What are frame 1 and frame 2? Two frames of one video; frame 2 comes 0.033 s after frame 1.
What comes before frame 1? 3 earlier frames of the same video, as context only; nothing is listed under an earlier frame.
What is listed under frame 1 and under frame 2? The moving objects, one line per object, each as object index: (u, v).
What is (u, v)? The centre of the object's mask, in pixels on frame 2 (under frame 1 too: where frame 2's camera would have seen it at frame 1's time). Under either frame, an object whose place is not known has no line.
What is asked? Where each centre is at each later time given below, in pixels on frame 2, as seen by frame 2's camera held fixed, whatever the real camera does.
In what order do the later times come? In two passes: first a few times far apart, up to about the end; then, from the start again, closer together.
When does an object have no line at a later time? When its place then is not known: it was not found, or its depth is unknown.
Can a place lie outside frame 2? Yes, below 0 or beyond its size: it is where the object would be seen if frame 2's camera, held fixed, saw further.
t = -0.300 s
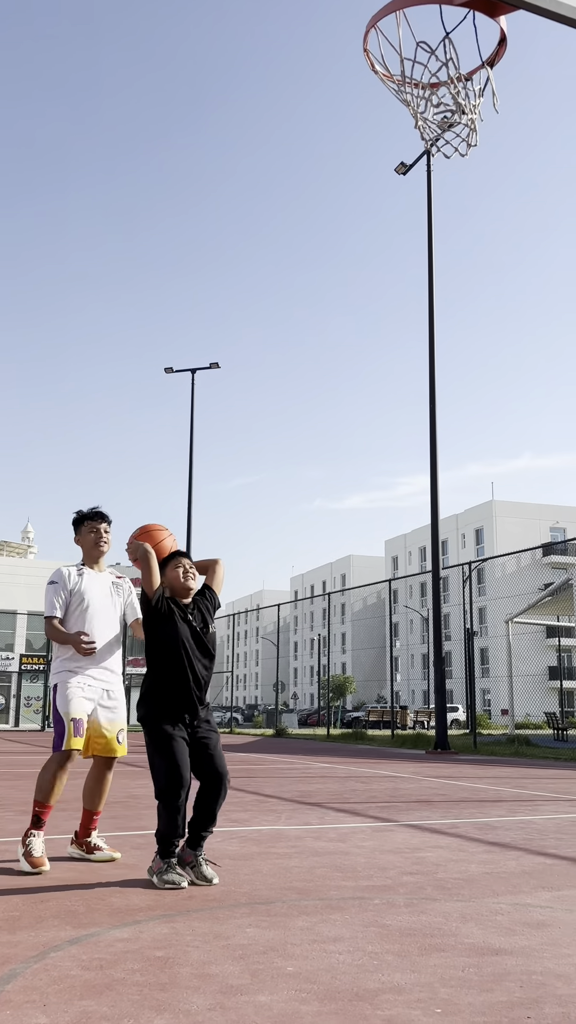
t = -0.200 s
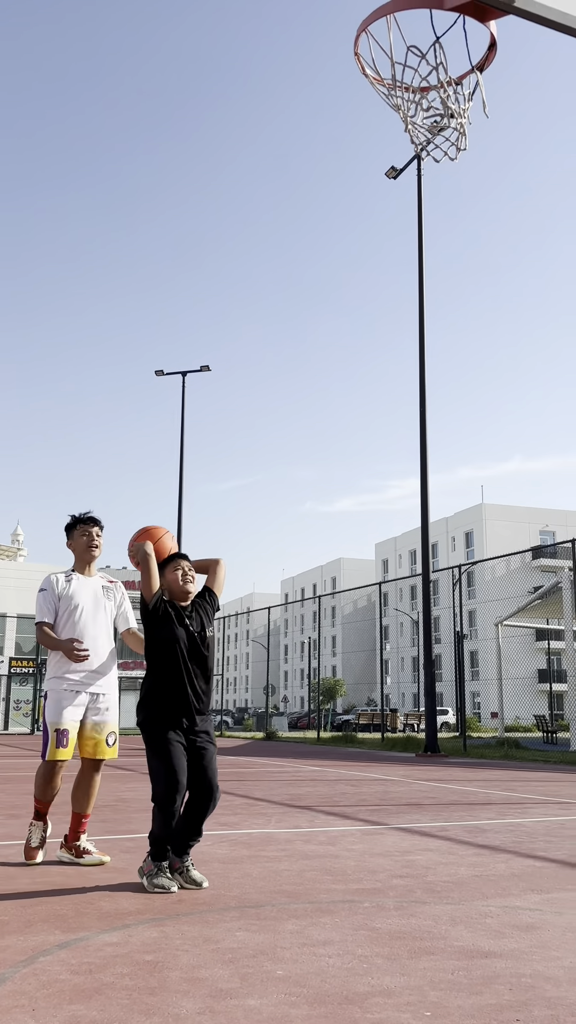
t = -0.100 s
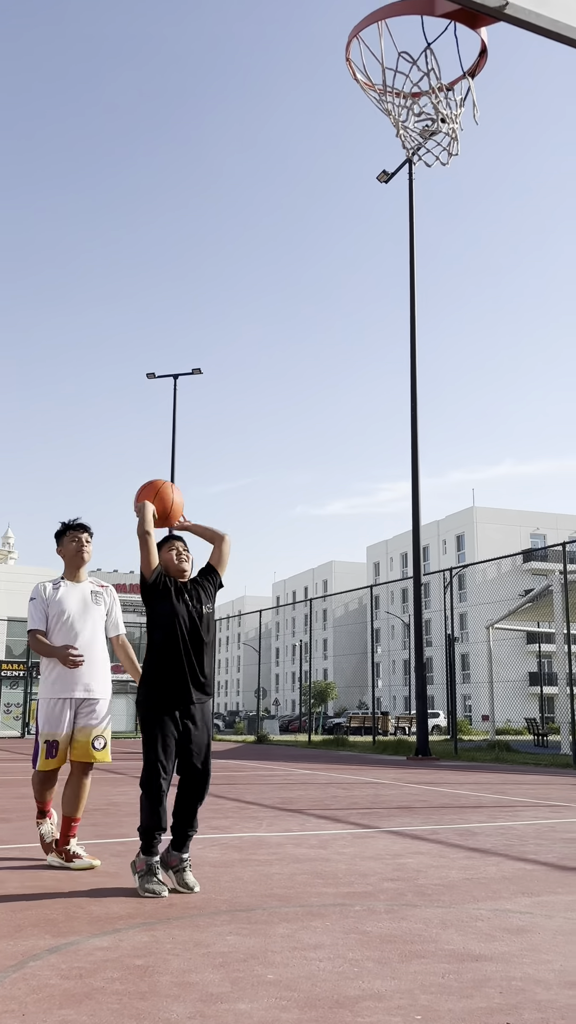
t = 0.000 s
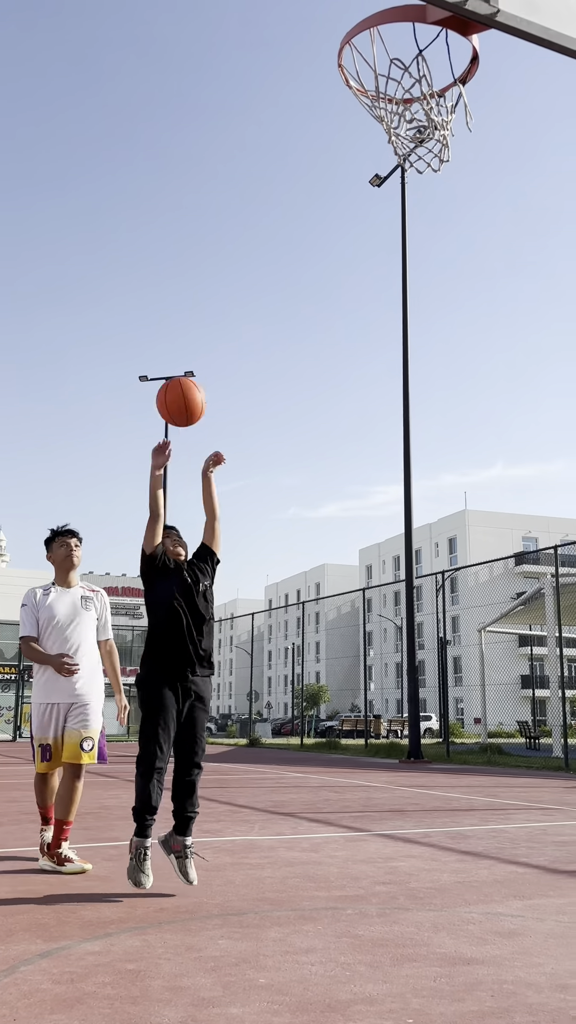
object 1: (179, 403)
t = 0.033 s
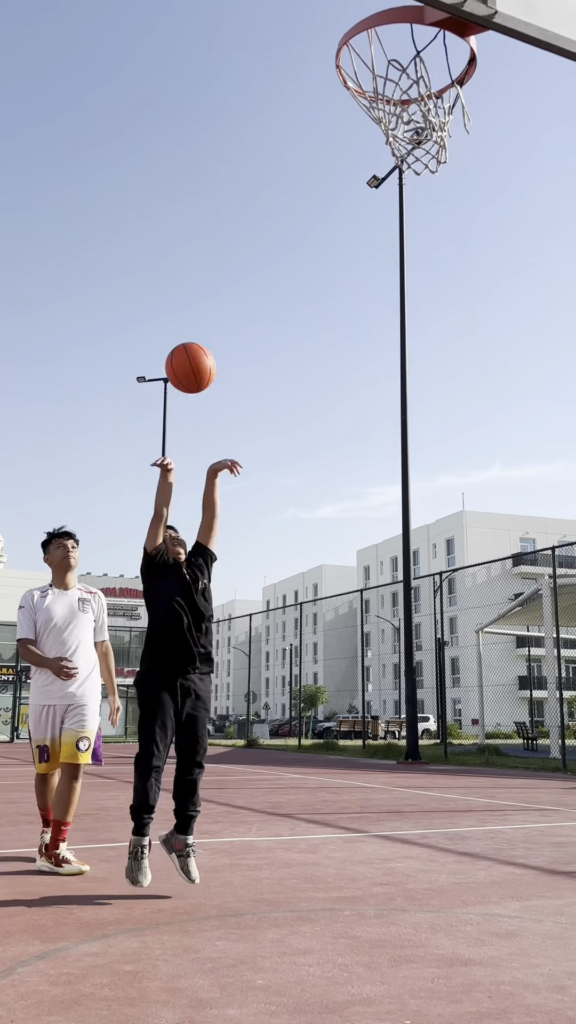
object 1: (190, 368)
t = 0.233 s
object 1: (263, 190)
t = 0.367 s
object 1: (318, 105)
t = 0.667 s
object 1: (468, 44)
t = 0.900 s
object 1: (497, 43)
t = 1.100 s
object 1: (487, 141)
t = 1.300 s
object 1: (479, 330)
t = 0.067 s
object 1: (202, 334)
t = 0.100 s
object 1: (214, 302)
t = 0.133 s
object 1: (226, 272)
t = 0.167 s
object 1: (238, 243)
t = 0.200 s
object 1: (251, 216)
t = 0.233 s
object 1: (263, 190)
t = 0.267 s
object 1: (277, 166)
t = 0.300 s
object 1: (290, 144)
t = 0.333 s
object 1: (304, 124)
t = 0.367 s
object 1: (318, 105)
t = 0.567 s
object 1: (412, 43)
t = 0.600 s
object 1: (428, 42)
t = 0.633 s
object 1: (443, 43)
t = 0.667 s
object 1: (468, 44)
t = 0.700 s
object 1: (485, 40)
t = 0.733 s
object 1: (491, 32)
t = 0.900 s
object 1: (497, 43)
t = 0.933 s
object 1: (499, 50)
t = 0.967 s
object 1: (499, 58)
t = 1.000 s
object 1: (497, 72)
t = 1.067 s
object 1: (490, 116)
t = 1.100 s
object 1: (487, 141)
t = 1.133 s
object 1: (485, 167)
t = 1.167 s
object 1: (484, 196)
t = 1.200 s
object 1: (482, 227)
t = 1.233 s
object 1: (481, 259)
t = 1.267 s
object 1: (480, 294)
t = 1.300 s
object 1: (479, 330)
